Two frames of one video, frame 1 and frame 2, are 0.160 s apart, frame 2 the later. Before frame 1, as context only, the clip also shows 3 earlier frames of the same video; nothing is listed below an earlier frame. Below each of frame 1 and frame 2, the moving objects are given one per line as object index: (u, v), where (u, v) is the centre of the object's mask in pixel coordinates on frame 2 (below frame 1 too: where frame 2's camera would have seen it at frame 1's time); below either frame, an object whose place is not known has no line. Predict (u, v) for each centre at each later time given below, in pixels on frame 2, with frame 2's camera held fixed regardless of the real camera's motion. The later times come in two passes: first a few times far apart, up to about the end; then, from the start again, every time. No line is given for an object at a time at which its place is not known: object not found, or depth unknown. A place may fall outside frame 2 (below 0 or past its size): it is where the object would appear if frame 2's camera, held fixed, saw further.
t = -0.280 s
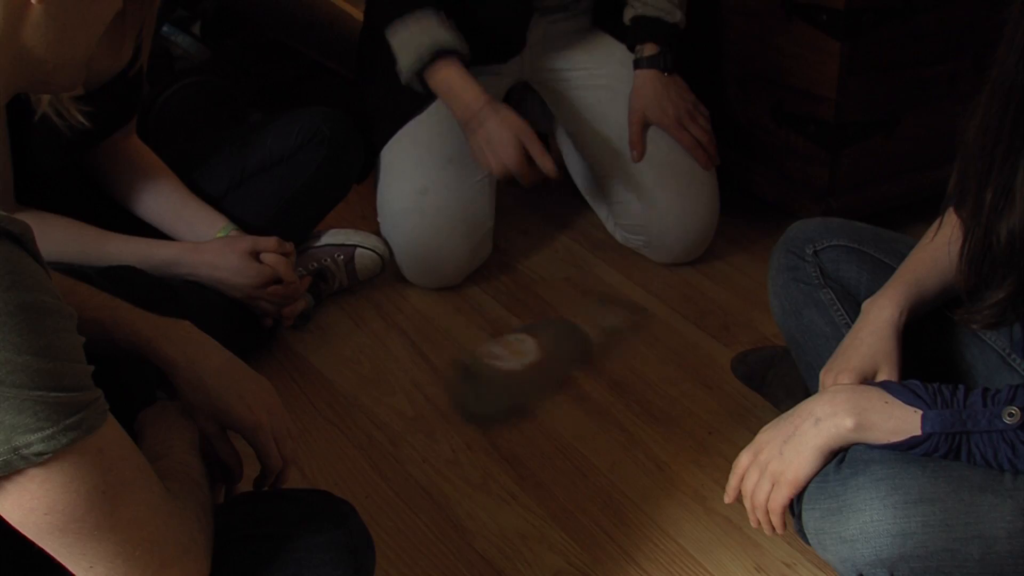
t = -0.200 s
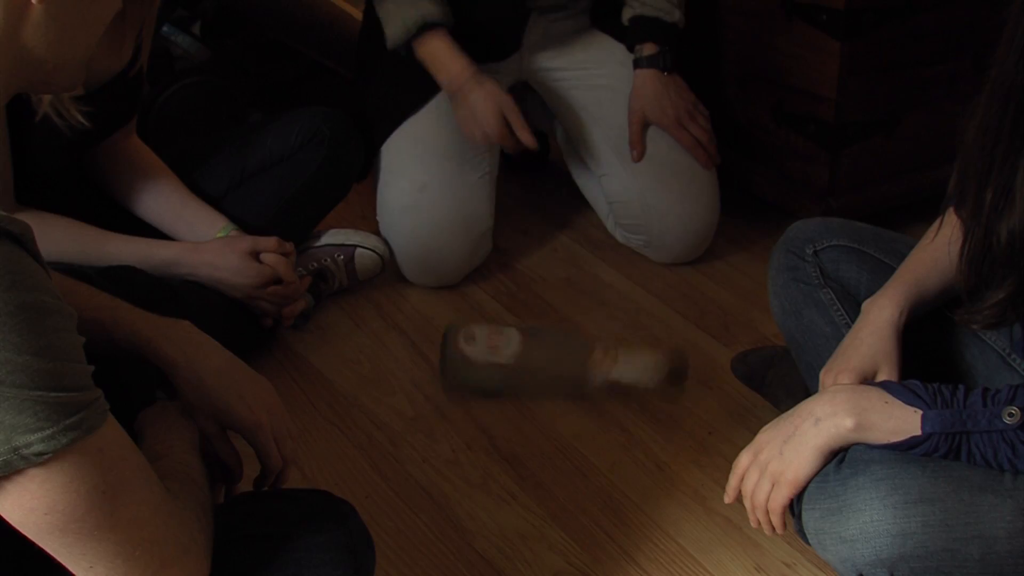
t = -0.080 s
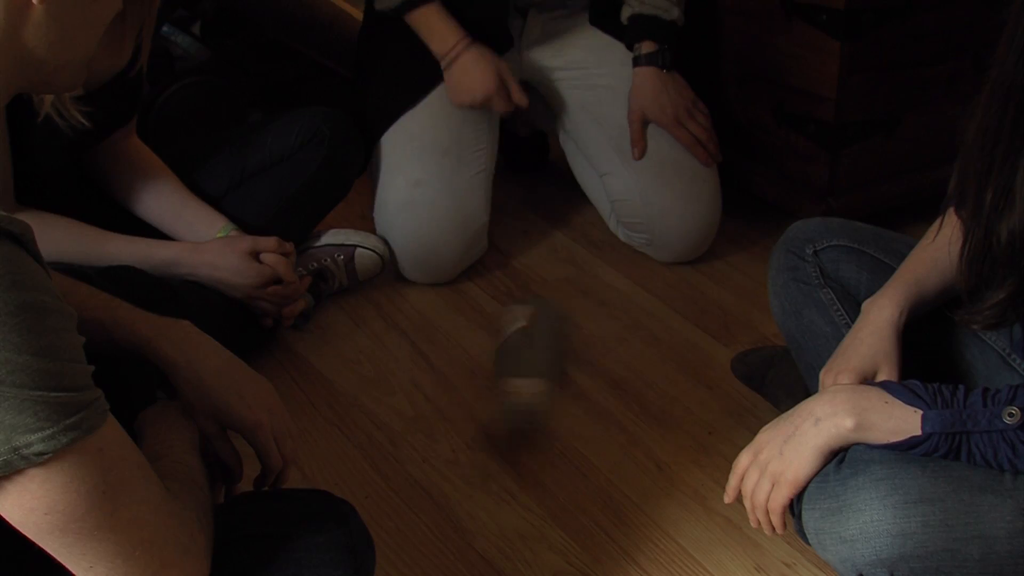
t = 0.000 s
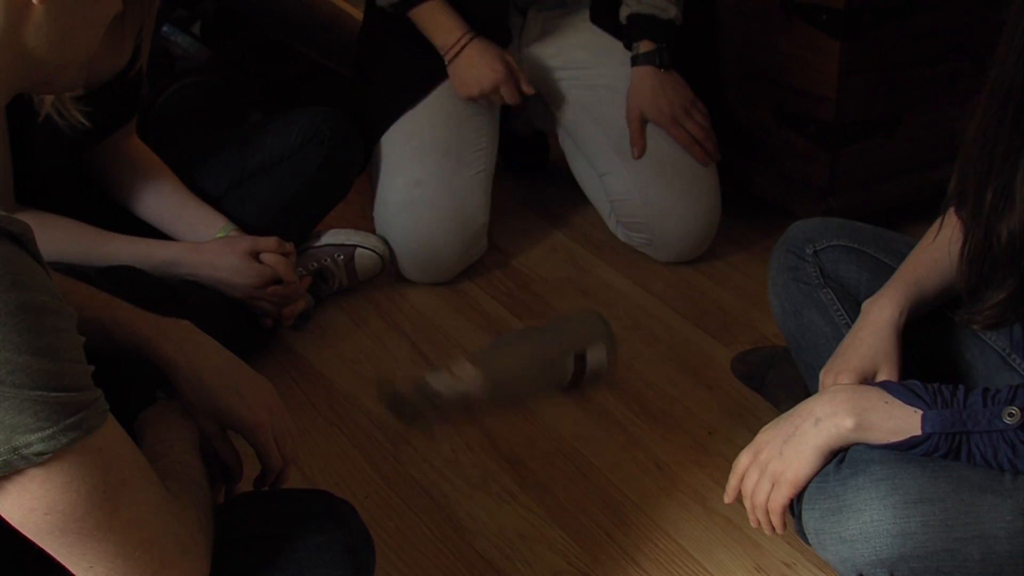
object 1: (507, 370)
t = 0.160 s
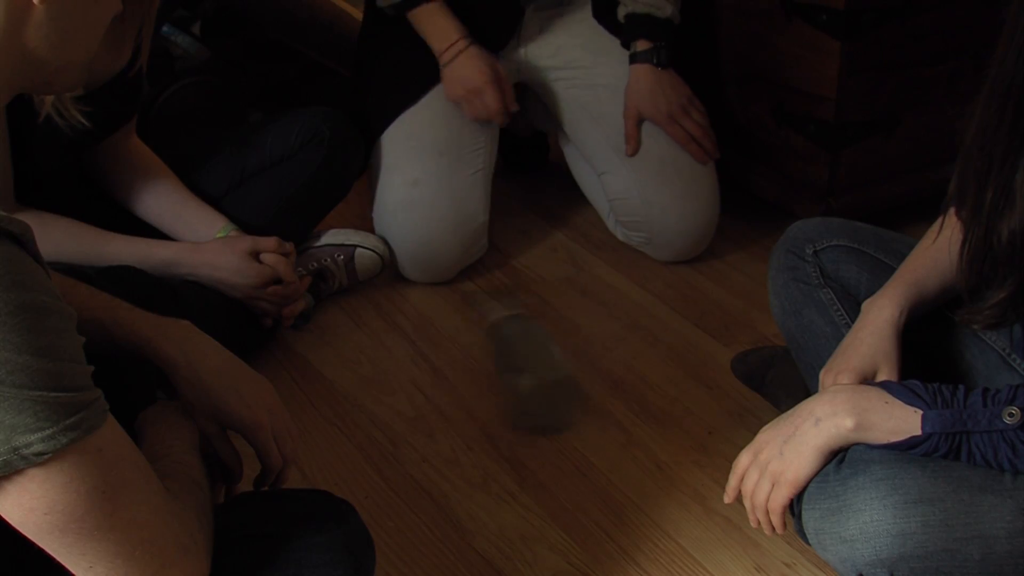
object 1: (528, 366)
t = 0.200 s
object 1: (529, 364)
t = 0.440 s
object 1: (535, 367)
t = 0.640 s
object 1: (526, 363)
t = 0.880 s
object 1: (537, 371)
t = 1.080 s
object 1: (533, 362)
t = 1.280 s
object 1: (540, 361)
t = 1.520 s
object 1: (544, 357)
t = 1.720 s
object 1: (554, 359)
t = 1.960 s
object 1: (565, 364)
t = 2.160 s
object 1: (575, 371)
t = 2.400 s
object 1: (585, 377)
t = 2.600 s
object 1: (590, 381)
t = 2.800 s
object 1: (592, 382)
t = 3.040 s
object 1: (592, 383)
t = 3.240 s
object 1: (590, 381)
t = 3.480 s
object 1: (587, 378)
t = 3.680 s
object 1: (582, 375)
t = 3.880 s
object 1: (575, 371)
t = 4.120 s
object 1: (566, 365)
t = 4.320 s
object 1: (560, 360)
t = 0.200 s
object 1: (529, 364)
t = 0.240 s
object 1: (531, 362)
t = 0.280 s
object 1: (539, 360)
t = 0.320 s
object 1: (542, 360)
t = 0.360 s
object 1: (543, 362)
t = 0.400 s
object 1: (539, 366)
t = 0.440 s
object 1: (535, 367)
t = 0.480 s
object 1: (533, 365)
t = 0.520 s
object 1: (528, 371)
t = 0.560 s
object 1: (527, 368)
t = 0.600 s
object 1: (522, 367)
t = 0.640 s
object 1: (526, 363)
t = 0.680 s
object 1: (525, 363)
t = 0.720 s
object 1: (531, 362)
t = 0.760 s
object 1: (535, 363)
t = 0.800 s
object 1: (541, 366)
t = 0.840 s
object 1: (538, 369)
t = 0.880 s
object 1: (537, 371)
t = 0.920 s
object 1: (533, 371)
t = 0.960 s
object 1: (535, 367)
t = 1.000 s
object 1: (533, 366)
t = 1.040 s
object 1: (533, 364)
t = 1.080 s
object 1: (533, 362)
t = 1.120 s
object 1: (536, 361)
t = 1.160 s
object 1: (540, 360)
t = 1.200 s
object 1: (543, 362)
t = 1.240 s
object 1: (541, 362)
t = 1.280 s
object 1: (540, 361)
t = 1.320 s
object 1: (538, 359)
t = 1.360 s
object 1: (540, 359)
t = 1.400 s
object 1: (540, 358)
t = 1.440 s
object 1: (540, 357)
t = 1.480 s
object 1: (542, 356)
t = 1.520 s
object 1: (544, 357)
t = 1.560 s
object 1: (546, 357)
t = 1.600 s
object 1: (548, 358)
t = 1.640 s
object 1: (551, 359)
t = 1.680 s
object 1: (552, 359)
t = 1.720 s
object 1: (554, 359)
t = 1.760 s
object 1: (556, 360)
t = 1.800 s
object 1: (557, 361)
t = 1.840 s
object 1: (560, 362)
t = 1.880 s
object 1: (562, 362)
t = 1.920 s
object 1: (564, 364)
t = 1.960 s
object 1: (565, 364)
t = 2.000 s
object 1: (567, 365)
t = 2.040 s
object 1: (569, 367)
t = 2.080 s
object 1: (571, 368)
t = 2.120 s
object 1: (573, 369)
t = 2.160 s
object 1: (575, 371)
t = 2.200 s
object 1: (577, 372)
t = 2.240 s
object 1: (578, 373)
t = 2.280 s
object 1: (580, 374)
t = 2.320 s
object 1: (582, 375)
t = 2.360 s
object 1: (583, 376)
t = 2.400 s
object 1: (585, 377)
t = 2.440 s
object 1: (585, 378)
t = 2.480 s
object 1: (587, 379)
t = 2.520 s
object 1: (589, 379)
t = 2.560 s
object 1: (589, 380)
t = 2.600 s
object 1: (590, 381)
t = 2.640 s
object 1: (590, 381)
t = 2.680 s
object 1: (591, 382)
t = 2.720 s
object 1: (592, 382)
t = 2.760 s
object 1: (592, 382)
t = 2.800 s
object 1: (592, 382)
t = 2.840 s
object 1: (592, 383)
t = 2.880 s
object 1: (592, 383)
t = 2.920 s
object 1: (592, 383)
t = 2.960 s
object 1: (592, 383)
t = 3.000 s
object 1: (592, 383)
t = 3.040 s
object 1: (592, 383)
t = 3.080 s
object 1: (592, 382)
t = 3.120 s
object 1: (592, 382)
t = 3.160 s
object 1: (591, 382)
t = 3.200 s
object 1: (591, 381)
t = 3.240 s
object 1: (590, 381)
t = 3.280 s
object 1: (590, 381)
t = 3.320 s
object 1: (590, 380)
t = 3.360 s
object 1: (589, 379)
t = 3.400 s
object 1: (589, 380)
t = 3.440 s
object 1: (588, 379)
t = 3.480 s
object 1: (587, 378)
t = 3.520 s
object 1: (586, 377)
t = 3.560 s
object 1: (585, 377)
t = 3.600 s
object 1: (584, 376)
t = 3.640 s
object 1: (583, 376)
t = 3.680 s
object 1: (582, 375)
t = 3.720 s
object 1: (581, 375)
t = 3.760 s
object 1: (579, 374)
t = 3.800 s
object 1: (578, 373)
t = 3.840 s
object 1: (577, 372)
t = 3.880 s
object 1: (575, 371)
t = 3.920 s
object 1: (574, 370)
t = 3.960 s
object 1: (572, 368)
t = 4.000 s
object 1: (570, 367)
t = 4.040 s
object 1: (569, 366)
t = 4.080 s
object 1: (567, 365)
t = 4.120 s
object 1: (566, 365)
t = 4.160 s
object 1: (564, 364)
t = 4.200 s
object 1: (563, 363)
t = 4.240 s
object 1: (562, 362)
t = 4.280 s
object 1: (561, 361)
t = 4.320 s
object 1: (560, 360)
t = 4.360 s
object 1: (559, 360)
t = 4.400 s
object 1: (558, 359)
